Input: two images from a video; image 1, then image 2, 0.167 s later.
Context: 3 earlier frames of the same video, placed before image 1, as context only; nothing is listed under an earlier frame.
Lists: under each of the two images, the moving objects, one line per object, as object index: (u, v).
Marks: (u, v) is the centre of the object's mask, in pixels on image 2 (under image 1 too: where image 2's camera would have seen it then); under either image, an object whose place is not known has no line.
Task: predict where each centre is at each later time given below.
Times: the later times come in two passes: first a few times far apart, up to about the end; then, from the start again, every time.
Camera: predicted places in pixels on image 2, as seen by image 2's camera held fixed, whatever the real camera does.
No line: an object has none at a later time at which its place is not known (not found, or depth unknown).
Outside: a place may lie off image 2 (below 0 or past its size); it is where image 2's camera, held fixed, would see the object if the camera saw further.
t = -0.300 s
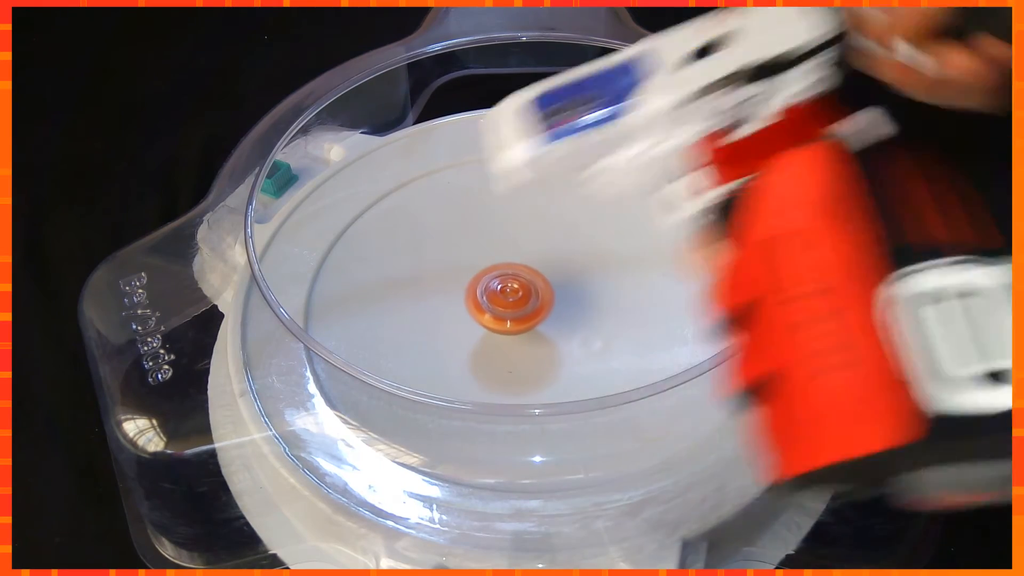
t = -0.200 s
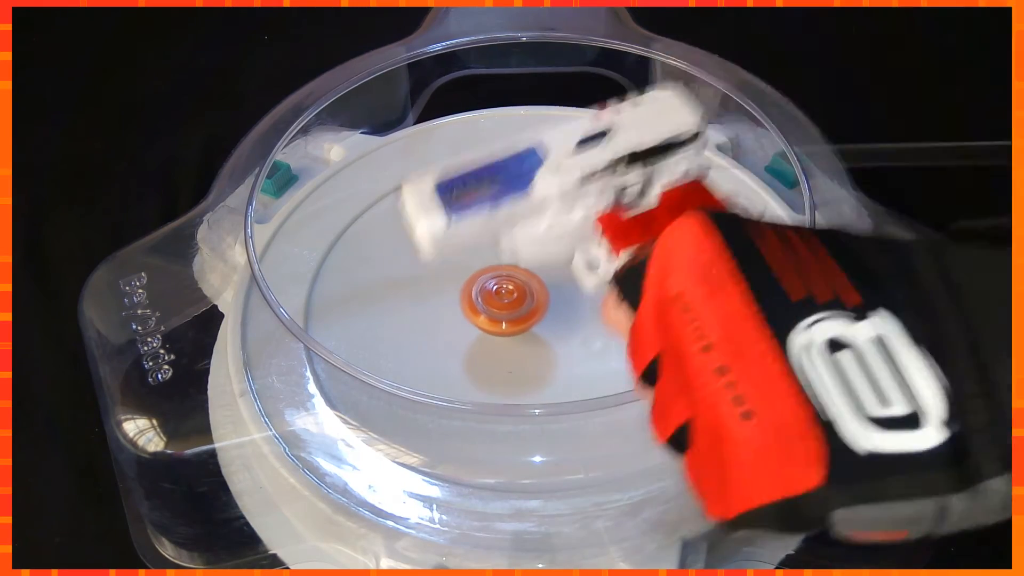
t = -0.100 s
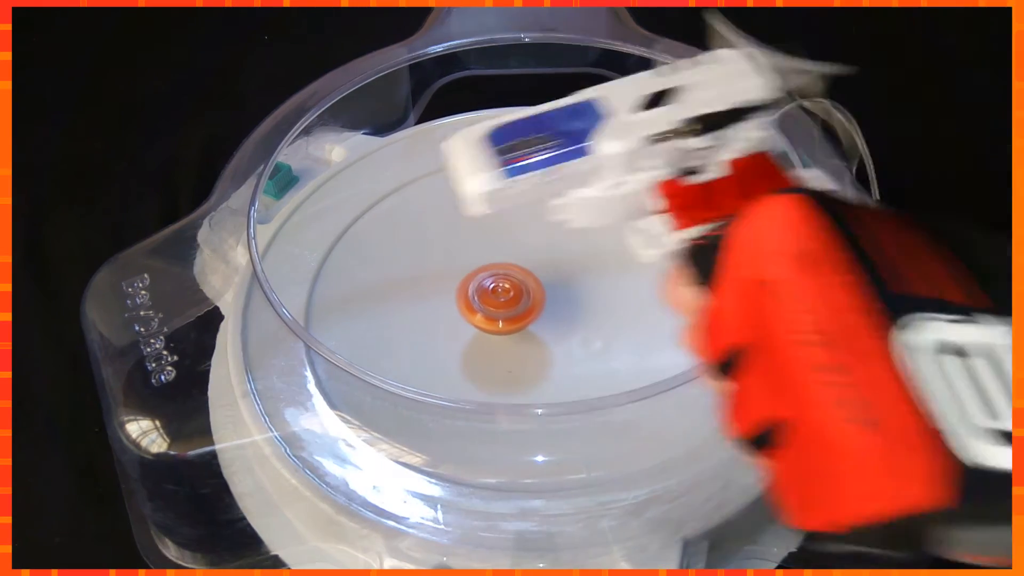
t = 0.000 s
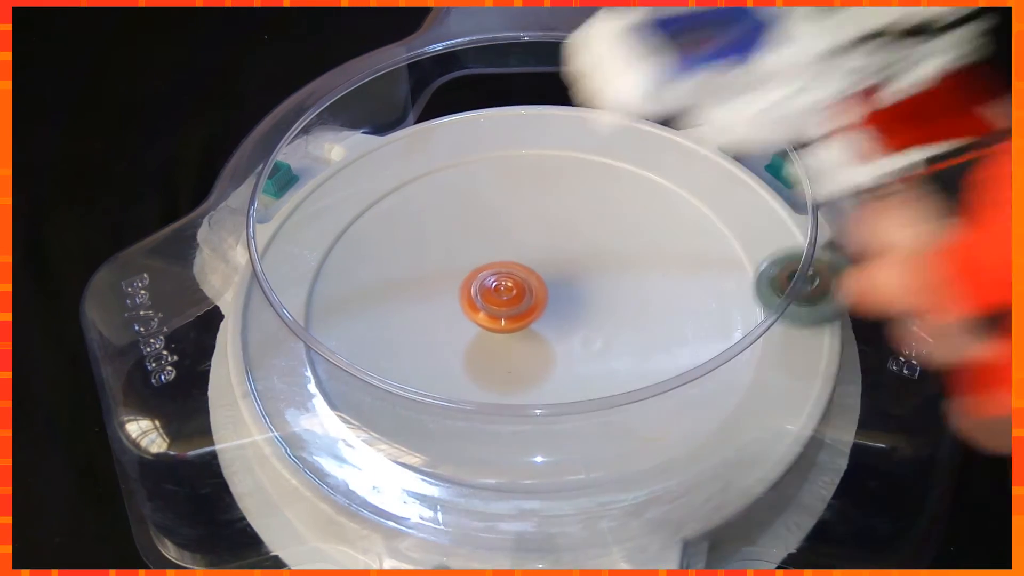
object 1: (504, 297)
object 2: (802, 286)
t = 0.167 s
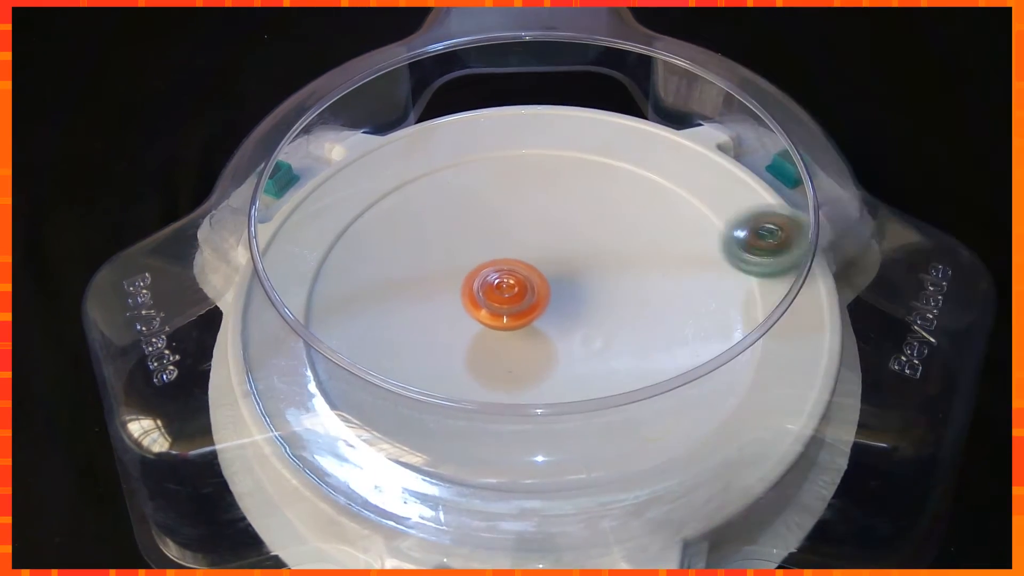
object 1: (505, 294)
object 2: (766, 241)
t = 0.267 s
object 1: (504, 292)
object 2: (711, 234)
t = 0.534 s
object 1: (356, 314)
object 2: (677, 219)
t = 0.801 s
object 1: (179, 394)
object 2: (620, 228)
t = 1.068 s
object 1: (186, 395)
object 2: (535, 309)
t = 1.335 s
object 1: (186, 393)
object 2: (566, 369)
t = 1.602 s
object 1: (185, 391)
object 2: (581, 353)
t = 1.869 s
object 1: (186, 390)
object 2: (537, 323)
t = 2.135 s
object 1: (186, 392)
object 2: (482, 308)
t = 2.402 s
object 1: (187, 392)
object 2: (411, 312)
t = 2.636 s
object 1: (187, 392)
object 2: (457, 311)
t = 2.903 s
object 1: (186, 392)
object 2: (488, 259)
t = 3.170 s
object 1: (186, 394)
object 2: (470, 241)
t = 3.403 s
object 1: (186, 396)
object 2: (490, 258)
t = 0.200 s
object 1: (505, 294)
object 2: (753, 237)
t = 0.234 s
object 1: (504, 293)
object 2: (732, 235)
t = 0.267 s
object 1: (504, 292)
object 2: (711, 234)
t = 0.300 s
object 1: (504, 291)
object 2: (684, 233)
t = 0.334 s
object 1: (504, 291)
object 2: (661, 234)
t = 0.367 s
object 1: (504, 291)
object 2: (639, 238)
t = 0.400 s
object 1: (505, 291)
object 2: (615, 243)
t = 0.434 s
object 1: (506, 290)
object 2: (593, 251)
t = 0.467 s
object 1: (488, 292)
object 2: (598, 252)
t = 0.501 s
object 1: (417, 307)
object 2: (642, 236)
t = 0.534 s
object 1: (356, 314)
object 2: (677, 219)
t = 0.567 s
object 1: (295, 316)
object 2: (705, 207)
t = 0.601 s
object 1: (241, 320)
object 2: (715, 198)
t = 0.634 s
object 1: (208, 334)
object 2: (715, 197)
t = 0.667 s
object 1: (170, 368)
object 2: (705, 205)
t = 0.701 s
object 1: (180, 401)
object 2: (687, 212)
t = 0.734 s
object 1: (177, 417)
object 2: (668, 218)
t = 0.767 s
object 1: (185, 399)
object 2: (645, 222)
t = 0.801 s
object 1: (179, 394)
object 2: (620, 228)
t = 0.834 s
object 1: (183, 399)
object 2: (599, 235)
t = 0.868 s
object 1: (186, 401)
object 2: (581, 243)
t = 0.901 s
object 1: (186, 398)
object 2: (565, 255)
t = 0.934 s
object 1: (186, 399)
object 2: (553, 266)
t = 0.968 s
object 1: (186, 397)
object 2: (545, 277)
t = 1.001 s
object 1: (186, 396)
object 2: (540, 287)
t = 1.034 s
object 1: (186, 396)
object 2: (536, 300)
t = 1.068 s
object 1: (186, 395)
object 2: (535, 309)
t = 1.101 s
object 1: (186, 395)
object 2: (534, 320)
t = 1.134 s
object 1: (186, 395)
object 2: (536, 330)
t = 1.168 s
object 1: (186, 394)
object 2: (538, 339)
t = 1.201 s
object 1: (186, 394)
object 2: (541, 347)
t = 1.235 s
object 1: (186, 394)
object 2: (547, 355)
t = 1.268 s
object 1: (186, 394)
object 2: (553, 361)
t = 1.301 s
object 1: (186, 394)
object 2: (559, 366)
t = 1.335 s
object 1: (186, 393)
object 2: (566, 369)
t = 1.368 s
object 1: (186, 393)
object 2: (573, 370)
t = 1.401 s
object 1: (186, 393)
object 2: (580, 369)
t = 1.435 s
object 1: (185, 392)
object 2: (584, 368)
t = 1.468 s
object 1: (186, 392)
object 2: (586, 366)
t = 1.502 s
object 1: (185, 392)
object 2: (586, 364)
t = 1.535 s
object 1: (186, 392)
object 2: (586, 361)
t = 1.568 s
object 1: (185, 391)
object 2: (584, 357)
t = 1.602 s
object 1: (185, 391)
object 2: (581, 353)
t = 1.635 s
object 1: (185, 391)
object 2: (577, 348)
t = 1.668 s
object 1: (187, 392)
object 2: (572, 344)
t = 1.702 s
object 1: (185, 391)
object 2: (567, 340)
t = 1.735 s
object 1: (186, 391)
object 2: (561, 336)
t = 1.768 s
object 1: (185, 390)
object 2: (555, 332)
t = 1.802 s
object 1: (185, 391)
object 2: (549, 329)
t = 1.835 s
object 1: (185, 390)
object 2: (543, 325)
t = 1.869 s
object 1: (186, 390)
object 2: (537, 323)
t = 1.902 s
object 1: (186, 390)
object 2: (530, 320)
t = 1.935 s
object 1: (186, 390)
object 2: (524, 318)
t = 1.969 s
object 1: (186, 391)
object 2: (518, 316)
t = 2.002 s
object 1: (186, 391)
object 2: (511, 313)
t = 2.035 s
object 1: (186, 391)
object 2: (505, 312)
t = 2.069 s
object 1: (186, 391)
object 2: (500, 312)
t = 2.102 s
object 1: (186, 391)
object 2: (492, 311)
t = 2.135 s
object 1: (186, 392)
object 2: (482, 308)
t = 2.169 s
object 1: (186, 392)
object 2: (472, 306)
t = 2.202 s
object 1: (186, 392)
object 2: (460, 304)
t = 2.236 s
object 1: (187, 392)
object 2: (448, 302)
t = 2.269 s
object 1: (187, 392)
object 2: (436, 301)
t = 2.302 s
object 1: (187, 392)
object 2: (425, 302)
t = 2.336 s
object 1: (187, 392)
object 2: (417, 304)
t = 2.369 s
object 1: (187, 392)
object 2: (411, 309)
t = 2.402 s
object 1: (187, 392)
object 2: (411, 312)
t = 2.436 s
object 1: (187, 392)
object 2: (414, 314)
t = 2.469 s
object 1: (187, 392)
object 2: (419, 315)
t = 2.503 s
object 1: (187, 392)
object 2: (426, 315)
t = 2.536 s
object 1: (187, 392)
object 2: (433, 314)
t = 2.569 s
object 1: (187, 392)
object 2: (441, 314)
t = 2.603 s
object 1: (187, 392)
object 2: (449, 312)
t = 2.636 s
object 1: (187, 392)
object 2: (457, 311)
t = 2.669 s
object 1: (187, 392)
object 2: (463, 310)
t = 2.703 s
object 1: (187, 392)
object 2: (468, 308)
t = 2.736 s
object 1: (187, 392)
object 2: (470, 305)
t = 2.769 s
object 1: (186, 392)
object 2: (475, 298)
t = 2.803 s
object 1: (186, 392)
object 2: (480, 290)
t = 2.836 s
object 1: (186, 392)
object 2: (484, 280)
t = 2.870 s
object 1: (186, 392)
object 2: (486, 270)
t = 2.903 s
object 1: (186, 392)
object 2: (488, 259)
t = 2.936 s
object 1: (186, 393)
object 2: (486, 252)
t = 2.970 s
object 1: (186, 393)
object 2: (484, 243)
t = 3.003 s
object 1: (186, 393)
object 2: (480, 237)
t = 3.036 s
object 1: (186, 393)
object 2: (474, 235)
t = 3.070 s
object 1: (186, 394)
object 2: (471, 235)
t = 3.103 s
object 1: (186, 394)
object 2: (469, 236)
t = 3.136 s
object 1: (186, 394)
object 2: (469, 238)
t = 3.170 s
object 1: (186, 394)
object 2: (470, 241)
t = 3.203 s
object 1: (186, 394)
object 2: (473, 243)
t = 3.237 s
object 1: (186, 395)
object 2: (475, 246)
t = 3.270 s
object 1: (186, 395)
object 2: (478, 249)
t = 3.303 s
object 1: (186, 395)
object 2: (481, 251)
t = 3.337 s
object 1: (186, 396)
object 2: (485, 254)
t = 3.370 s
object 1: (186, 396)
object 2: (487, 256)
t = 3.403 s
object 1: (186, 396)
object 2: (490, 258)
